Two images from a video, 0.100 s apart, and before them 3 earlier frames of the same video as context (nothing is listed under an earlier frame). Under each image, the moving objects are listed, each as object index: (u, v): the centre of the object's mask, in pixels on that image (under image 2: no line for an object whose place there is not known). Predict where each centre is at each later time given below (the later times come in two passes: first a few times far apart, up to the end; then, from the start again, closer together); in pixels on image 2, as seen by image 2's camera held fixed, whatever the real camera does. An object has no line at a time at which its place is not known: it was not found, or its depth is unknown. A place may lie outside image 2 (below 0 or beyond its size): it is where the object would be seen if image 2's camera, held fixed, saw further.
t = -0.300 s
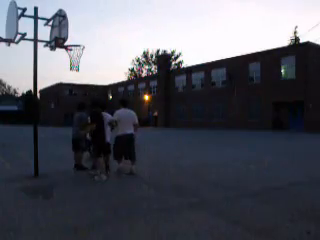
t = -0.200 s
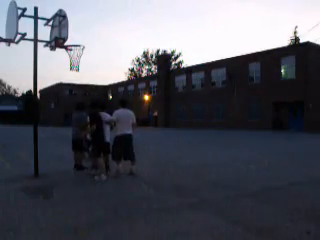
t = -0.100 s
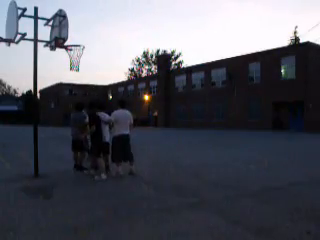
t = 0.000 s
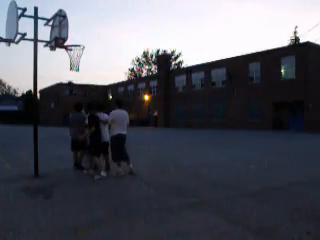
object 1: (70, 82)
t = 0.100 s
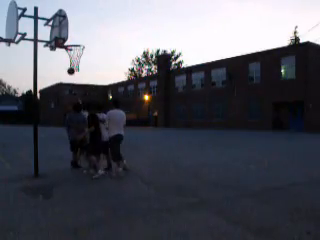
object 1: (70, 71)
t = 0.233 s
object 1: (73, 56)
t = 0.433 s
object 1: (75, 44)
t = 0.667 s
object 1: (79, 45)
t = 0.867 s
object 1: (84, 38)
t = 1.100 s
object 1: (89, 49)
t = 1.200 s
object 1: (91, 59)
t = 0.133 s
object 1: (71, 67)
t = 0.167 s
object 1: (71, 63)
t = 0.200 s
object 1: (72, 60)
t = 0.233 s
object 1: (73, 56)
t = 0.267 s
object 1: (73, 53)
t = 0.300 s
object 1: (73, 51)
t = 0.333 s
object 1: (75, 46)
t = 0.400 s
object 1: (75, 45)
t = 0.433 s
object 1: (75, 44)
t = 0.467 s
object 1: (76, 43)
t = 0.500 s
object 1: (76, 42)
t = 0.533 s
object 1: (77, 42)
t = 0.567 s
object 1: (77, 43)
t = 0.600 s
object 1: (78, 43)
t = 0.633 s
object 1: (78, 45)
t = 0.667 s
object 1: (79, 45)
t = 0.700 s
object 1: (80, 42)
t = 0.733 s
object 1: (81, 40)
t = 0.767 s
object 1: (81, 39)
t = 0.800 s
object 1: (82, 38)
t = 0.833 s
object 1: (83, 38)
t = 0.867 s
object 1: (84, 38)
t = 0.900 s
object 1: (84, 38)
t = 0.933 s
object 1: (85, 39)
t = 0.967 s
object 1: (86, 40)
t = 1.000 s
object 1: (86, 42)
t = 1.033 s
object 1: (87, 44)
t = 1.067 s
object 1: (88, 46)
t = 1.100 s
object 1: (89, 49)
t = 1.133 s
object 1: (89, 52)
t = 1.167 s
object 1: (90, 55)
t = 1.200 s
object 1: (91, 59)
